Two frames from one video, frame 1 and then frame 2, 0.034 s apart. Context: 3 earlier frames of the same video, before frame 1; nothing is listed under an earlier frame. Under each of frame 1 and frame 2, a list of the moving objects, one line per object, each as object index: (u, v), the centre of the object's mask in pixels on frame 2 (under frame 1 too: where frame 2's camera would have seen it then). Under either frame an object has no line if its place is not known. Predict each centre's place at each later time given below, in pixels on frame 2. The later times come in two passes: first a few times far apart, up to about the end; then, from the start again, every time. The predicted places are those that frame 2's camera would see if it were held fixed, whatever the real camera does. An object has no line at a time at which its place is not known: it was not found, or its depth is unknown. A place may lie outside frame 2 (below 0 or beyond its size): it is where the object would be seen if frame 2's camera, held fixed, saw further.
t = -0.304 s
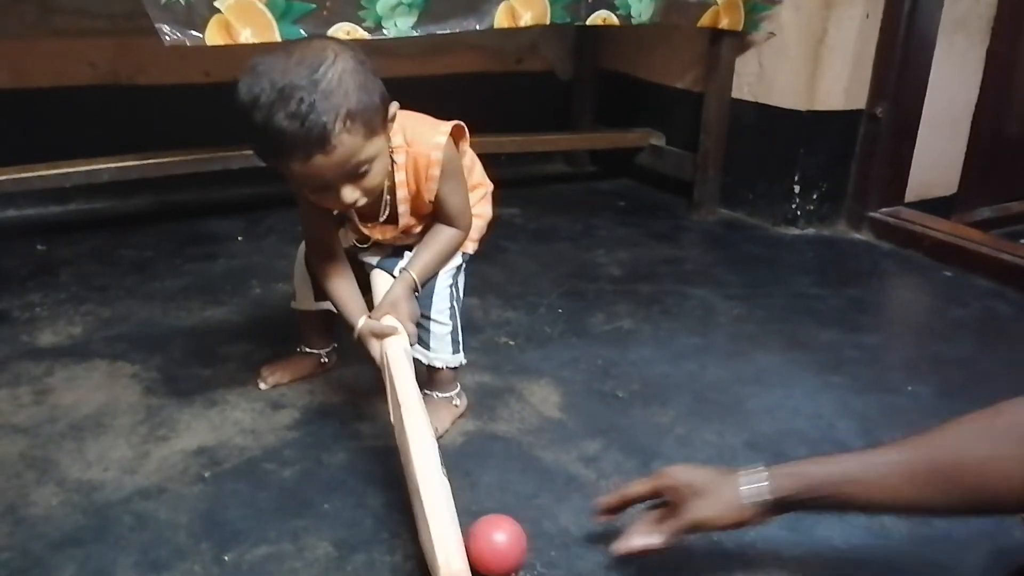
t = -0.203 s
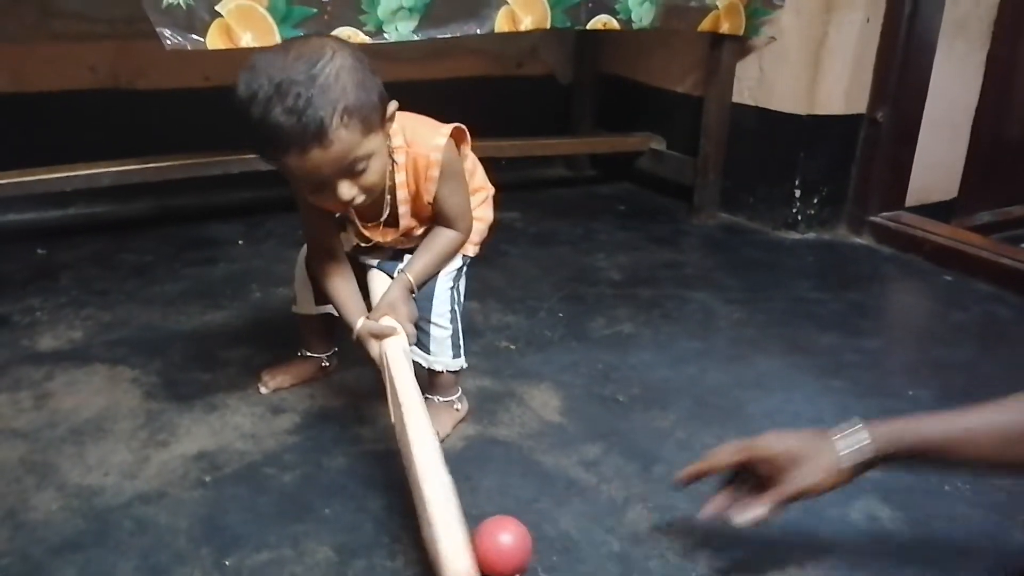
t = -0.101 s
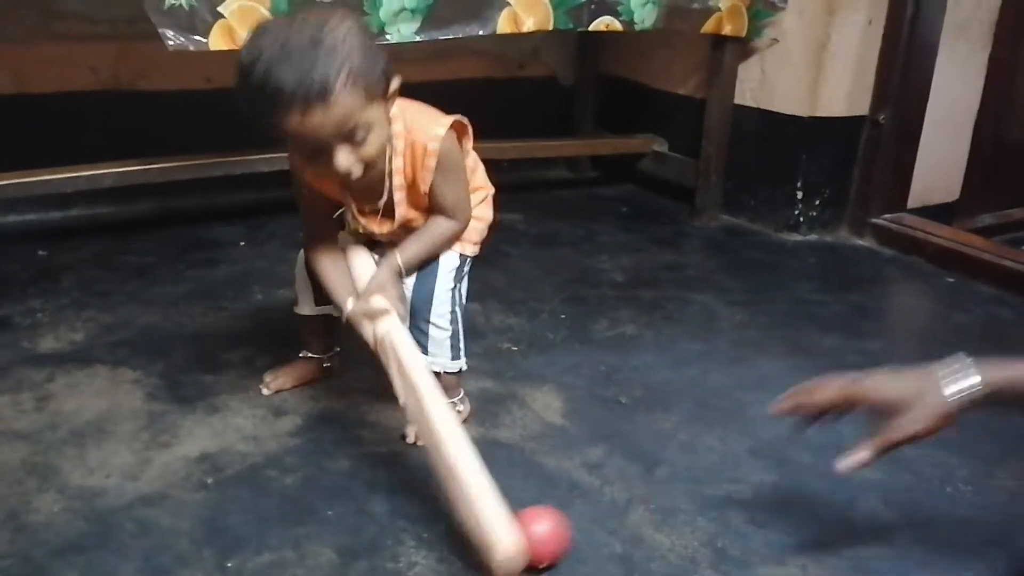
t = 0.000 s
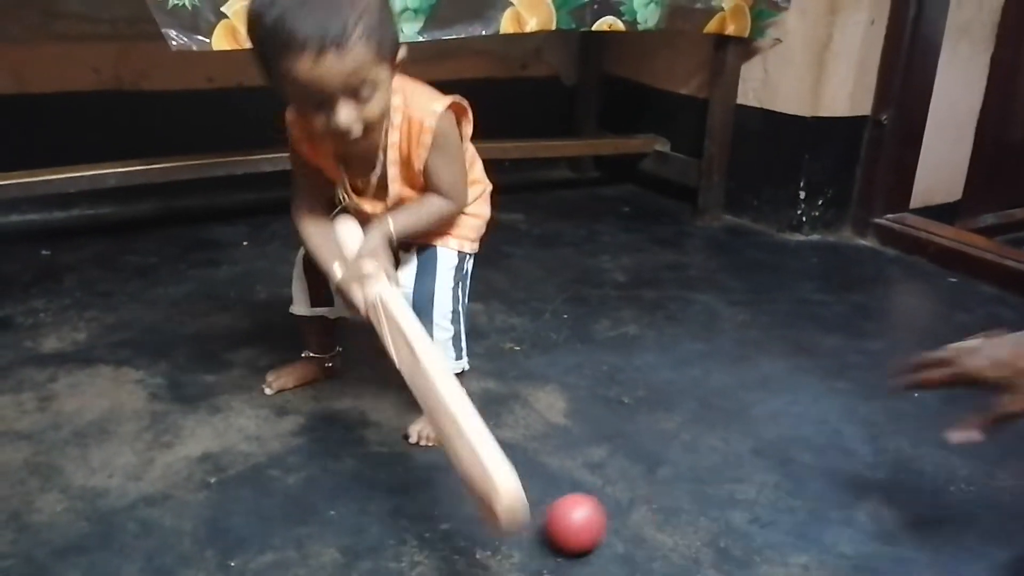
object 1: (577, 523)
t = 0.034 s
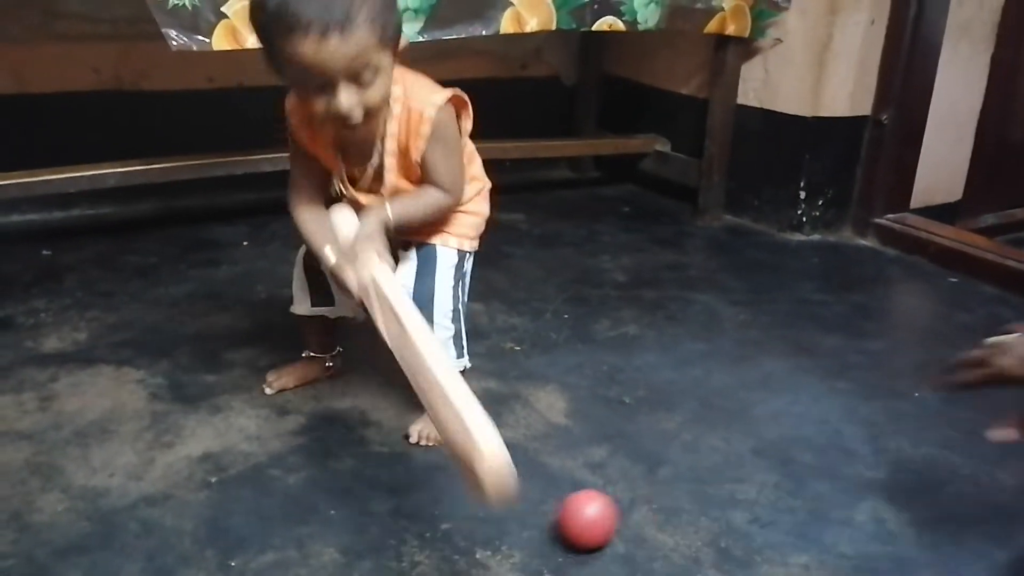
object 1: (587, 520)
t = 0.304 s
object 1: (660, 487)
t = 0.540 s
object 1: (707, 460)
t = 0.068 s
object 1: (598, 516)
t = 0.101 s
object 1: (609, 512)
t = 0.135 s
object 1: (619, 507)
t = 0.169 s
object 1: (628, 503)
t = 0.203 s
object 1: (636, 499)
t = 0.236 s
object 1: (645, 496)
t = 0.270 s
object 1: (652, 492)
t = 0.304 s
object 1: (660, 487)
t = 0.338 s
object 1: (667, 483)
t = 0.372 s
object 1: (675, 479)
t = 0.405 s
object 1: (682, 475)
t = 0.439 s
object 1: (688, 471)
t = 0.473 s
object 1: (696, 467)
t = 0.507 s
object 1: (702, 463)
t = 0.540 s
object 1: (707, 460)
